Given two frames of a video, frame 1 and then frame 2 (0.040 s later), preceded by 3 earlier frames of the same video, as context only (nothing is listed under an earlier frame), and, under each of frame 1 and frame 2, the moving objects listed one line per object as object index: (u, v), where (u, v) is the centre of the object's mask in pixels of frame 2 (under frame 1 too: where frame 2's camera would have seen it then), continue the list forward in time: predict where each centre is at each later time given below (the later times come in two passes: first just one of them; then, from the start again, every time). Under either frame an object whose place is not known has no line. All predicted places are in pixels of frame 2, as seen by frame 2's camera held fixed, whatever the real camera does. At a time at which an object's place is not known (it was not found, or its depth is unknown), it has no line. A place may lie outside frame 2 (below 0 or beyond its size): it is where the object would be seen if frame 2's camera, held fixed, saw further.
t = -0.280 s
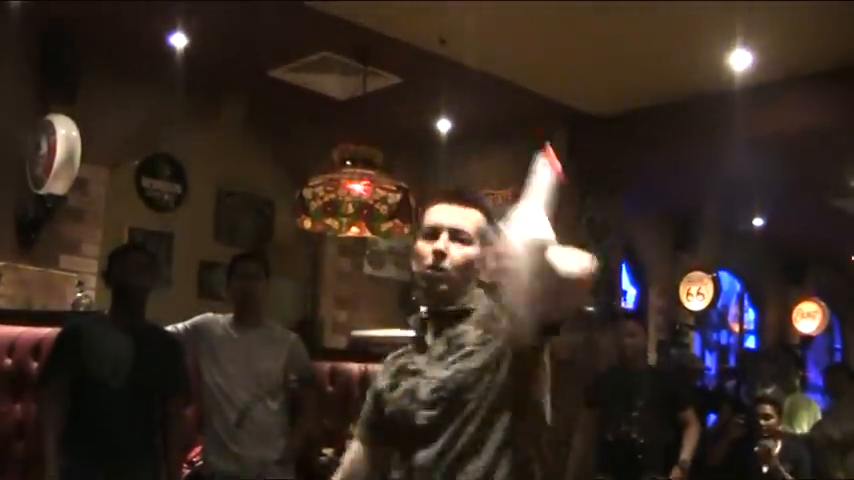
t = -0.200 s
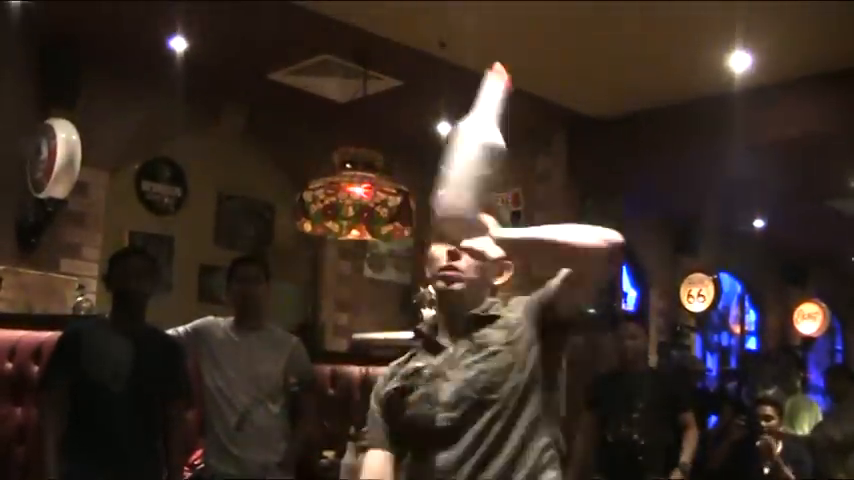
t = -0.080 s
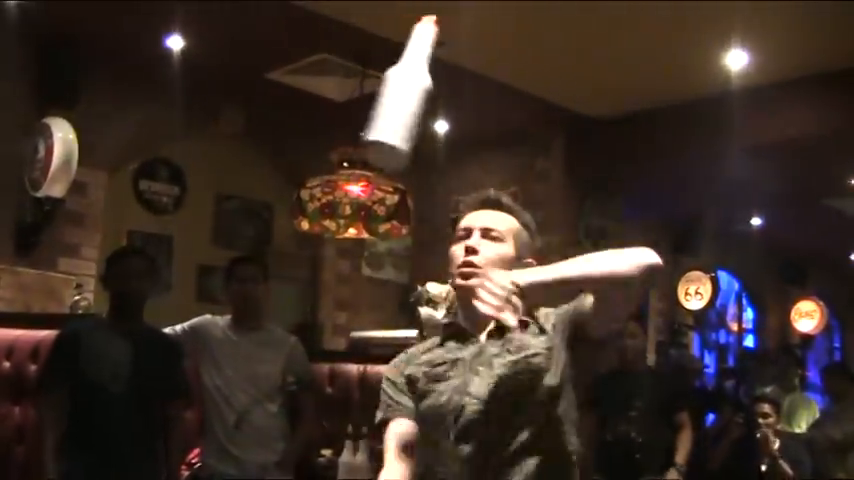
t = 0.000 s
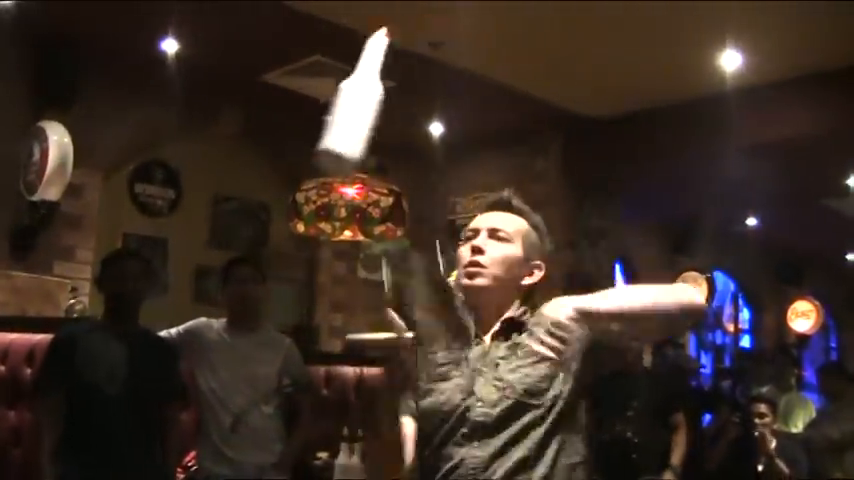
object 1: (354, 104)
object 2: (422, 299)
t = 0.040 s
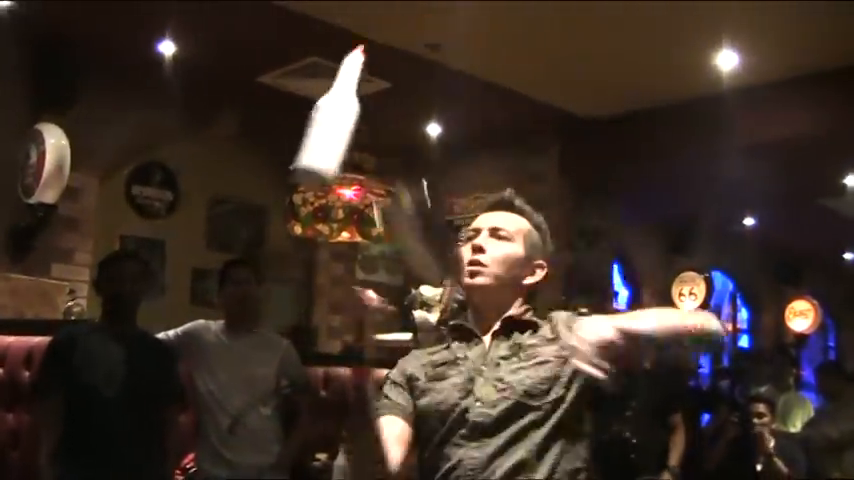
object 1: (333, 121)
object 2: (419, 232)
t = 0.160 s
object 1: (268, 216)
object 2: (404, 116)
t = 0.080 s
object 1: (311, 145)
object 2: (417, 187)
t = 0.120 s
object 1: (289, 177)
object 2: (409, 144)
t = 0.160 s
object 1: (268, 216)
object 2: (404, 116)
